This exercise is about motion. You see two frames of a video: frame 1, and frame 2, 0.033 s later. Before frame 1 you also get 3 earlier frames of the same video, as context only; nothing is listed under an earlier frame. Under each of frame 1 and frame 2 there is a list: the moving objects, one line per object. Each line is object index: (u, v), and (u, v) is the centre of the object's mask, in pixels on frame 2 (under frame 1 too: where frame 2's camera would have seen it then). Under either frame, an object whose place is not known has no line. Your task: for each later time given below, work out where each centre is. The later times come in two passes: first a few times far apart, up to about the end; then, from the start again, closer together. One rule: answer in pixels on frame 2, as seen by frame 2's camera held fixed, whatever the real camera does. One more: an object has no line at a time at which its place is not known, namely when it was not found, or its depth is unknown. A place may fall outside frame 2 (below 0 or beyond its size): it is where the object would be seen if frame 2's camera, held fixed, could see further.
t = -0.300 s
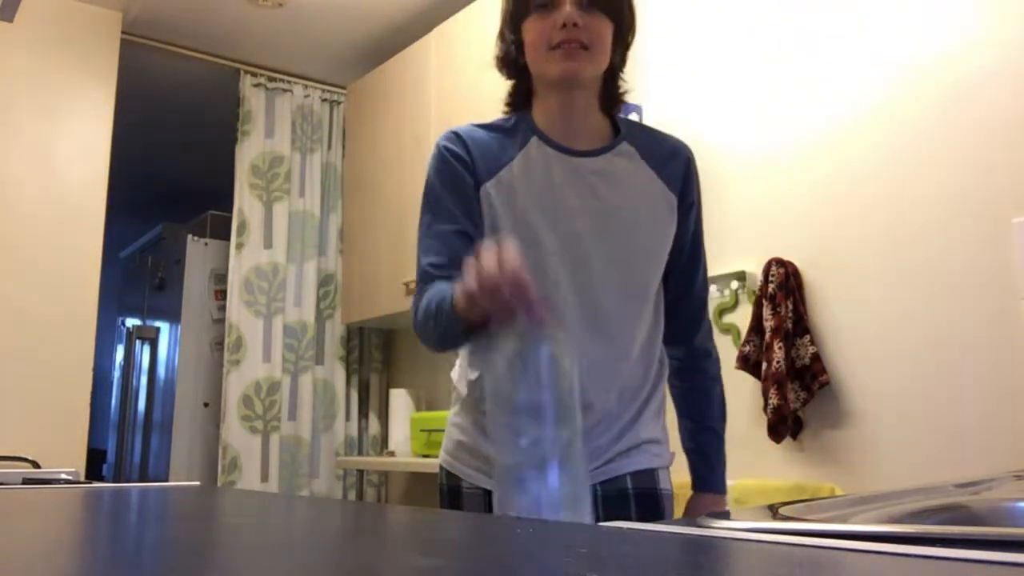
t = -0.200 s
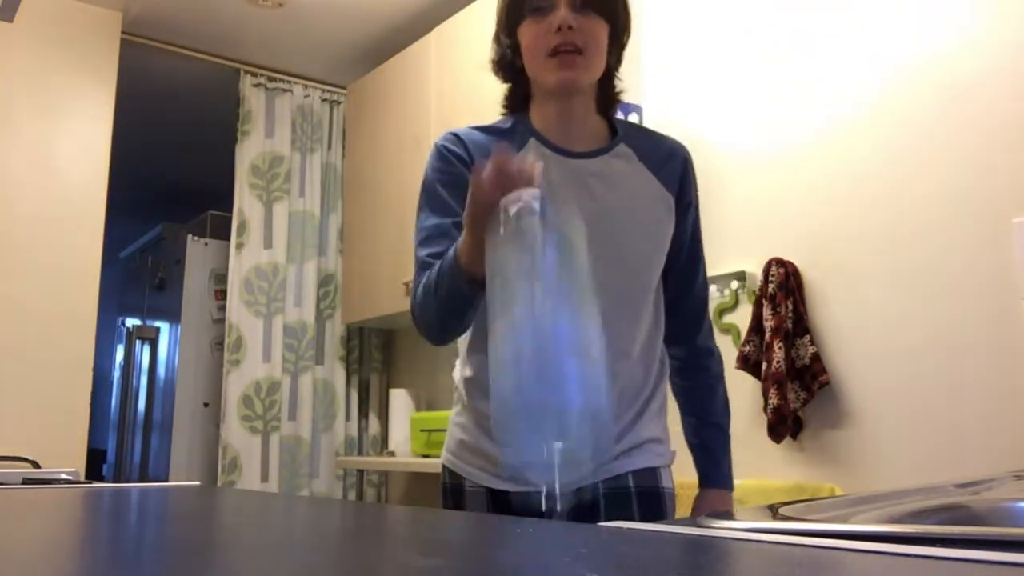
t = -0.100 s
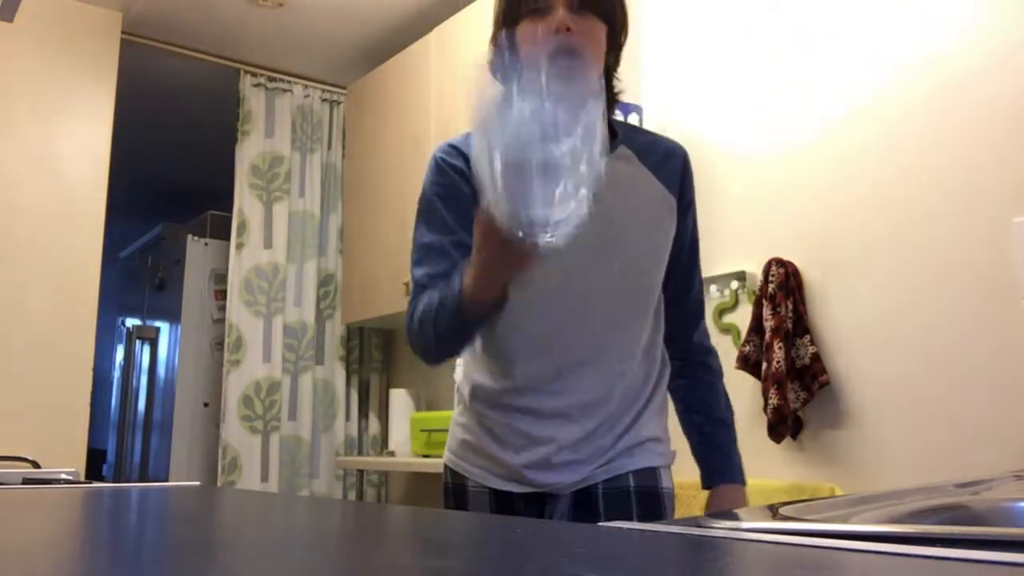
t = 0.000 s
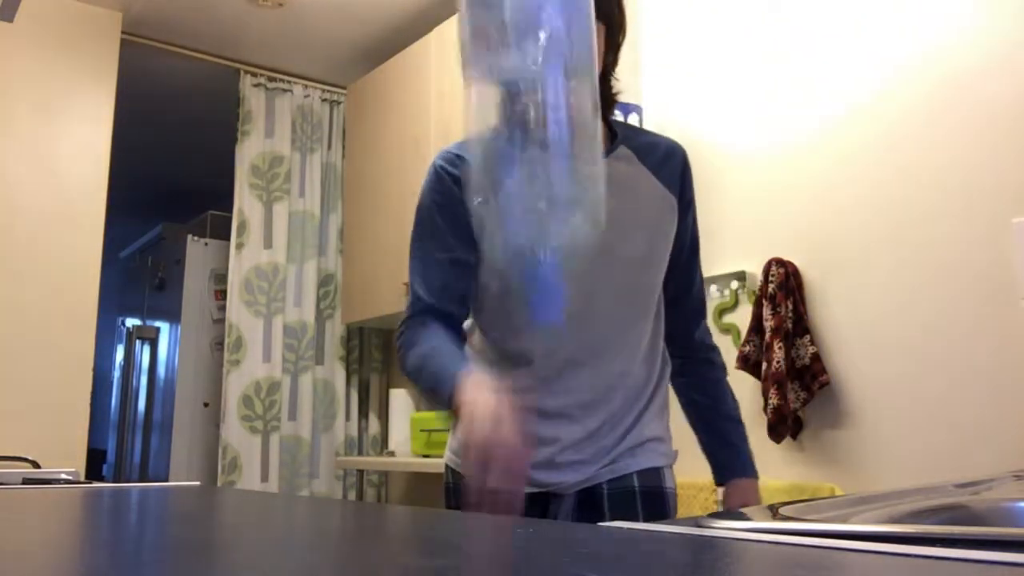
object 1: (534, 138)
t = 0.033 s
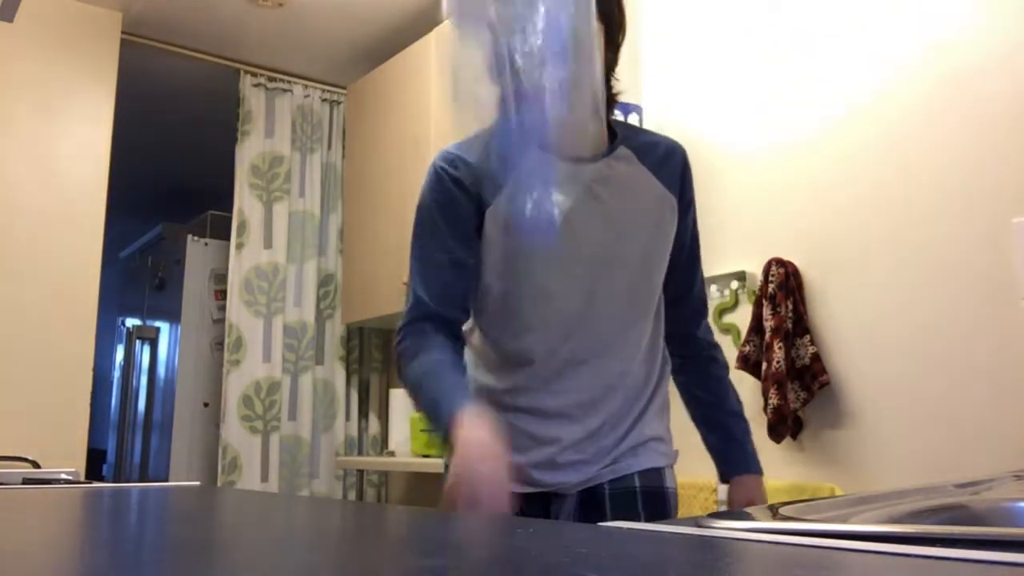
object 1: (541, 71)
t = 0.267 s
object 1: (476, 111)
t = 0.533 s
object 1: (437, 291)
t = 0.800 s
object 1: (436, 291)
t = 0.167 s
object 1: (503, 19)
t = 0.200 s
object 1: (495, 41)
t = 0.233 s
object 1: (486, 68)
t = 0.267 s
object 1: (476, 111)
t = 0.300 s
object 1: (466, 168)
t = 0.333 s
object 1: (454, 247)
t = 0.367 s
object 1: (450, 296)
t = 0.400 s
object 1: (442, 284)
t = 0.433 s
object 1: (433, 285)
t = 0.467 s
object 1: (429, 286)
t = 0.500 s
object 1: (433, 287)
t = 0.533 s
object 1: (437, 291)
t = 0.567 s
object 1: (436, 291)
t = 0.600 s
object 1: (437, 291)
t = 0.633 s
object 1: (436, 291)
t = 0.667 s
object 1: (437, 291)
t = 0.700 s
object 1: (436, 291)
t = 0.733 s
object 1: (436, 291)
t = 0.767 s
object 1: (436, 291)
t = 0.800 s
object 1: (436, 291)
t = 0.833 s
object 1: (436, 291)
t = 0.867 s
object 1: (436, 291)
